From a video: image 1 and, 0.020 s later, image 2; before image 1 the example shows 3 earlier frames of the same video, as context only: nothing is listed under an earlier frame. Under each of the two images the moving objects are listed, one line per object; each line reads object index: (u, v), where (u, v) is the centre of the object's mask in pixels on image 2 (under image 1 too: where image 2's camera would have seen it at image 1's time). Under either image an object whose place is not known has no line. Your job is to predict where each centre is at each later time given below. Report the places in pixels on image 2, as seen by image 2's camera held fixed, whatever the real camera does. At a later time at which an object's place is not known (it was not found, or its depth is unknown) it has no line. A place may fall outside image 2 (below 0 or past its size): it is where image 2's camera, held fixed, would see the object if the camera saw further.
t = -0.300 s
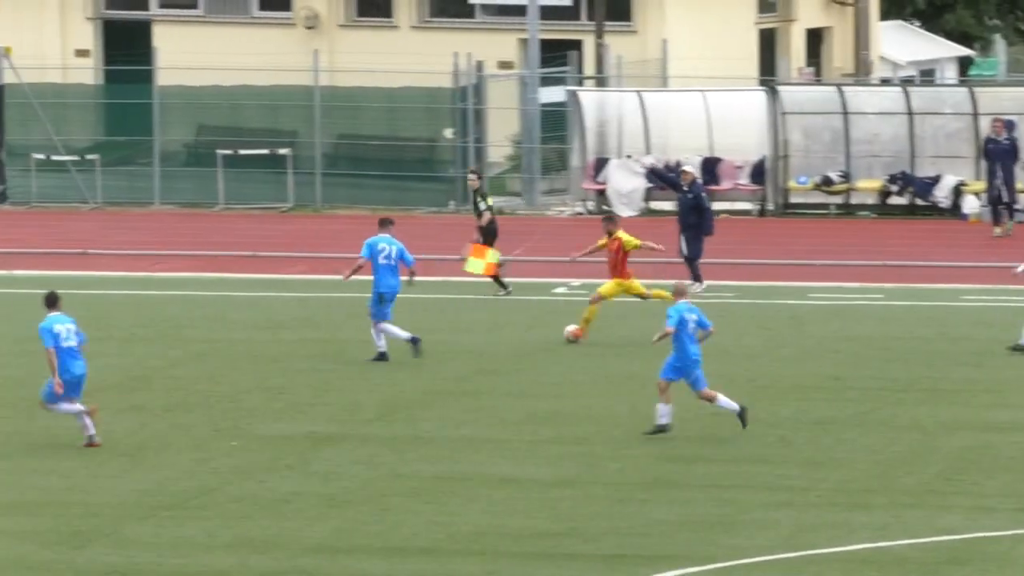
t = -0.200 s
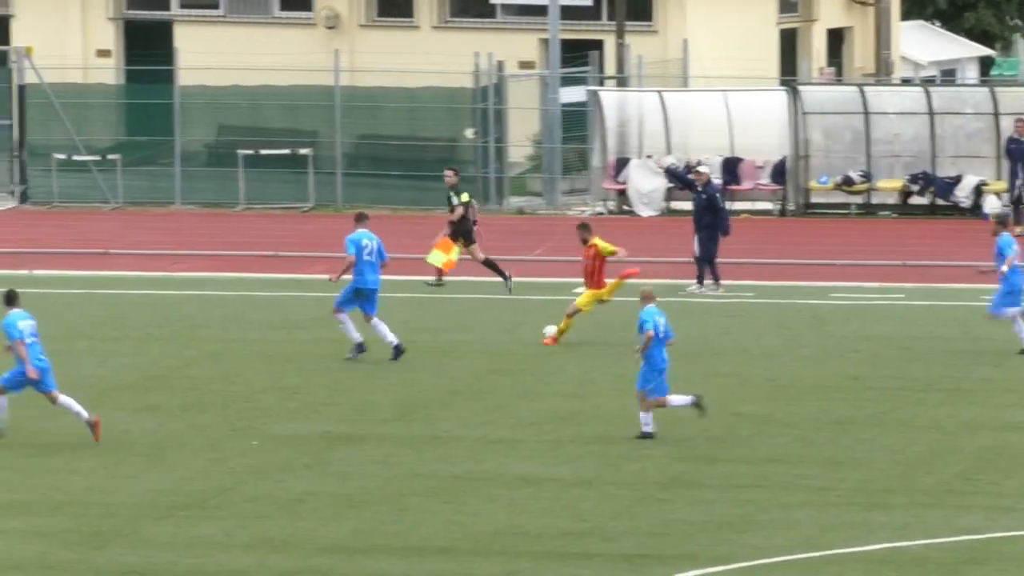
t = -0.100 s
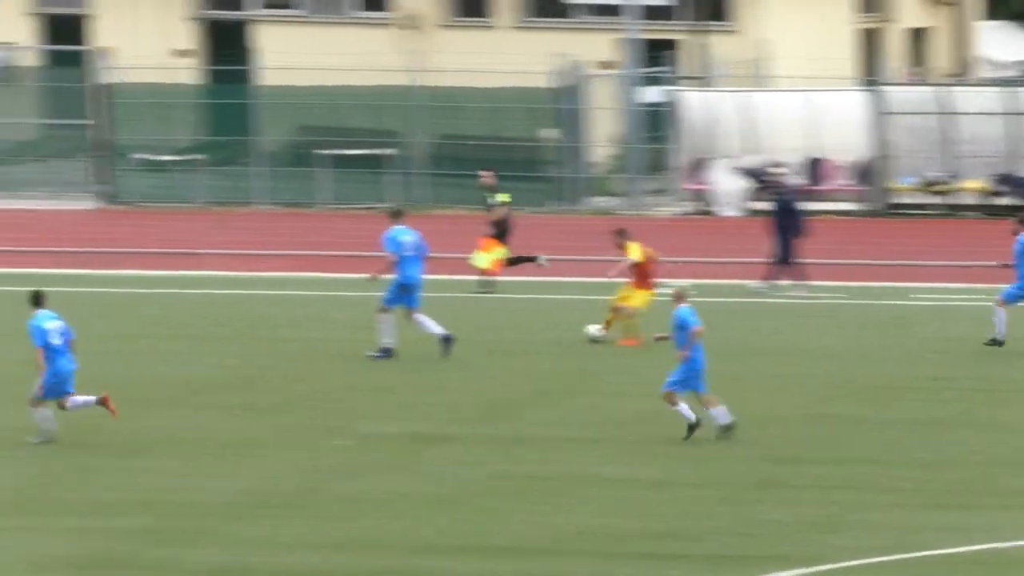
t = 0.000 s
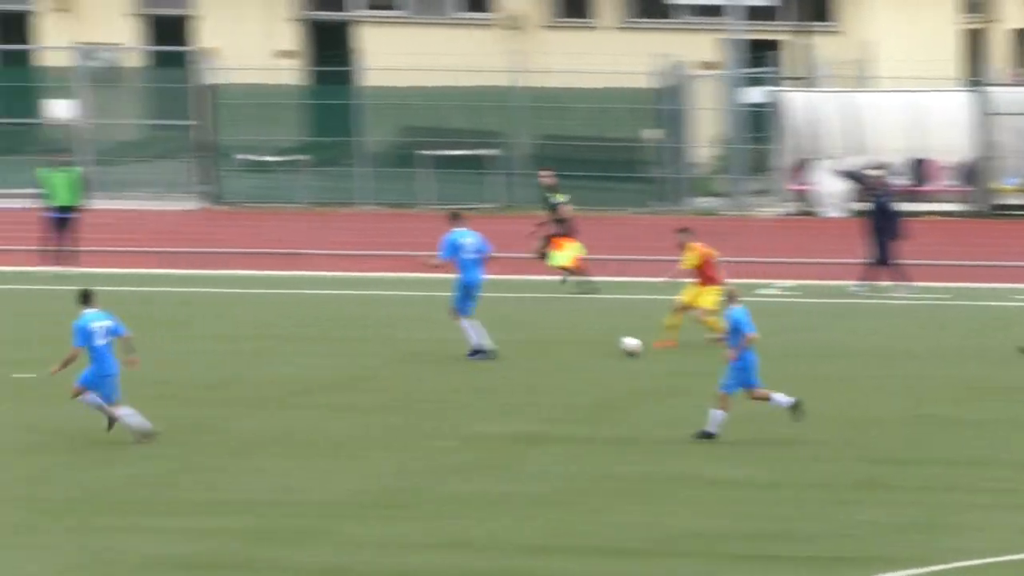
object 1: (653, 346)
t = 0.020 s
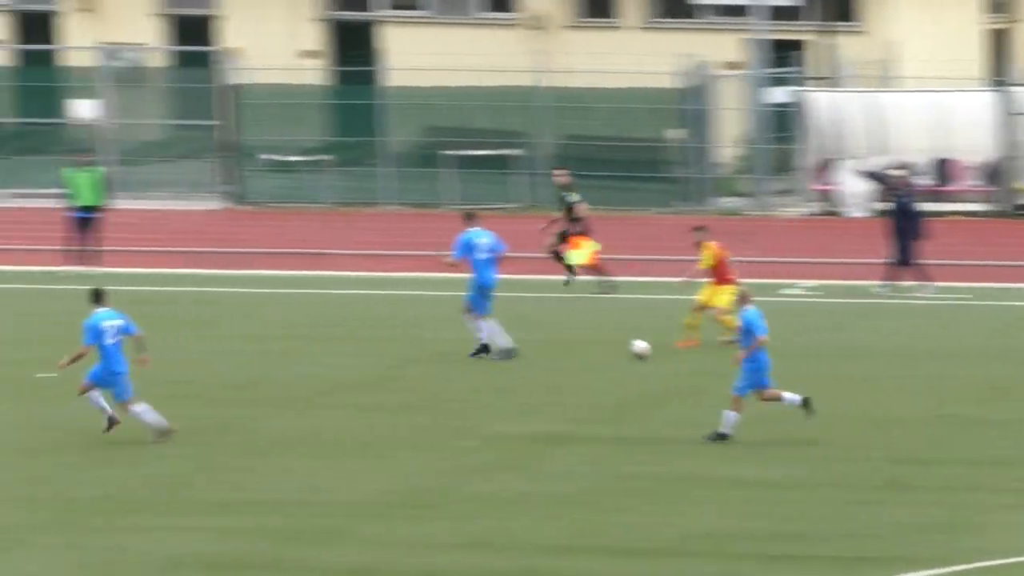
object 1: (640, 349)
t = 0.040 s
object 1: (627, 352)
